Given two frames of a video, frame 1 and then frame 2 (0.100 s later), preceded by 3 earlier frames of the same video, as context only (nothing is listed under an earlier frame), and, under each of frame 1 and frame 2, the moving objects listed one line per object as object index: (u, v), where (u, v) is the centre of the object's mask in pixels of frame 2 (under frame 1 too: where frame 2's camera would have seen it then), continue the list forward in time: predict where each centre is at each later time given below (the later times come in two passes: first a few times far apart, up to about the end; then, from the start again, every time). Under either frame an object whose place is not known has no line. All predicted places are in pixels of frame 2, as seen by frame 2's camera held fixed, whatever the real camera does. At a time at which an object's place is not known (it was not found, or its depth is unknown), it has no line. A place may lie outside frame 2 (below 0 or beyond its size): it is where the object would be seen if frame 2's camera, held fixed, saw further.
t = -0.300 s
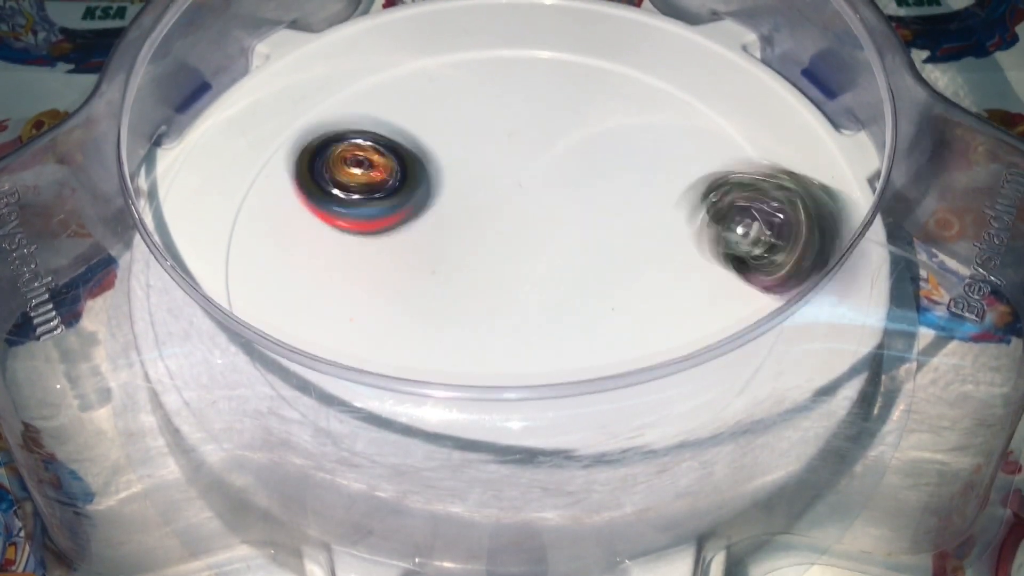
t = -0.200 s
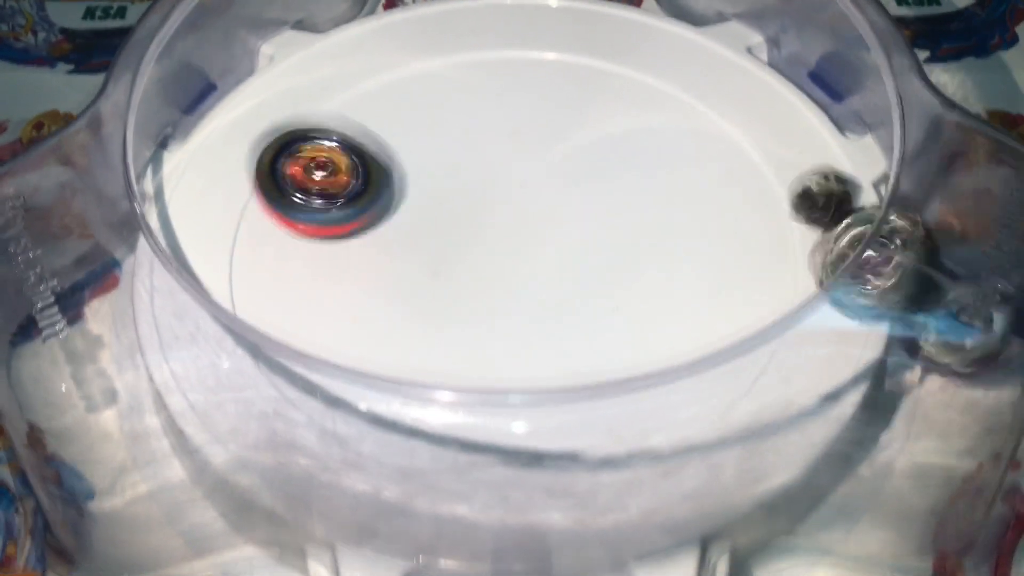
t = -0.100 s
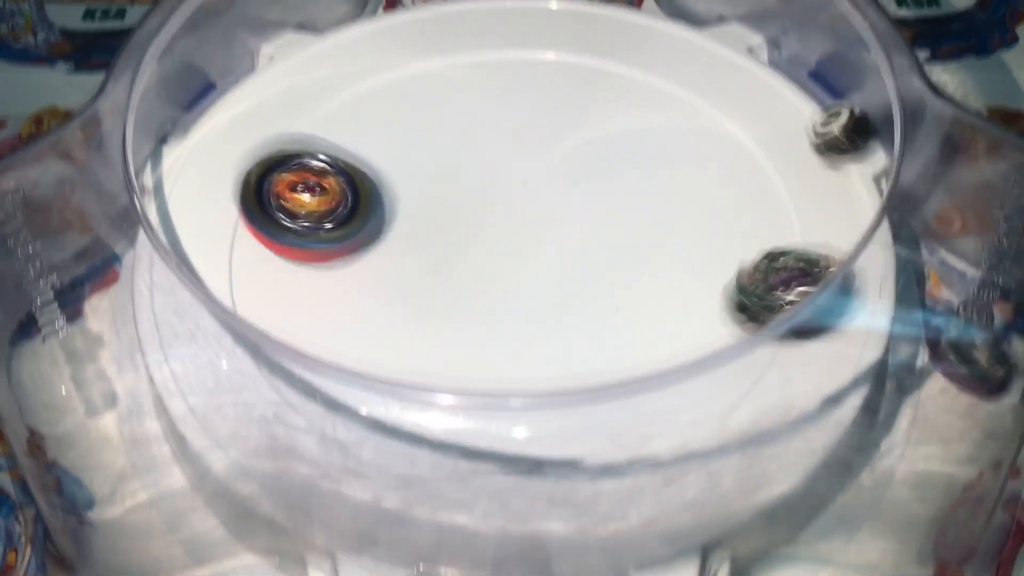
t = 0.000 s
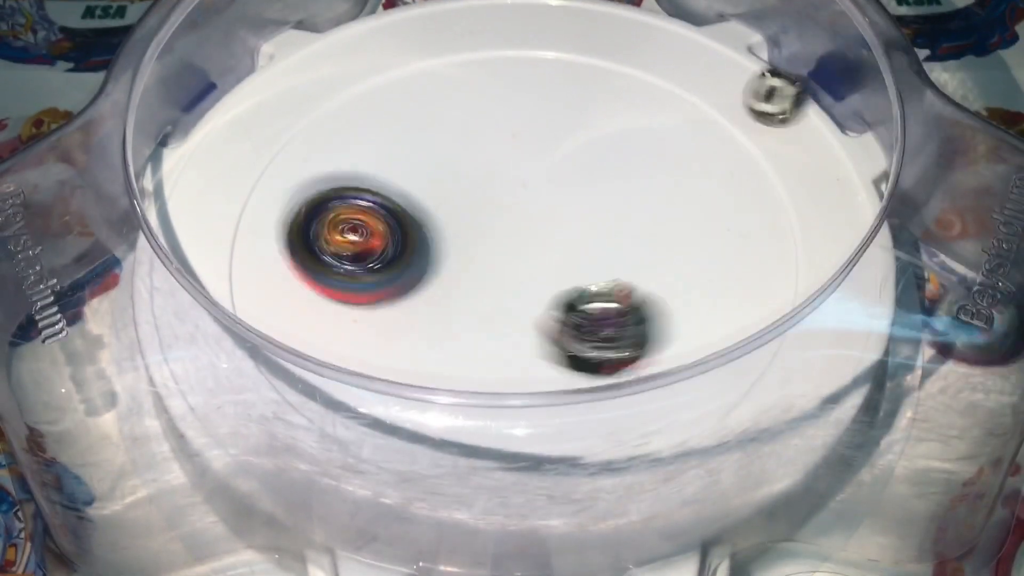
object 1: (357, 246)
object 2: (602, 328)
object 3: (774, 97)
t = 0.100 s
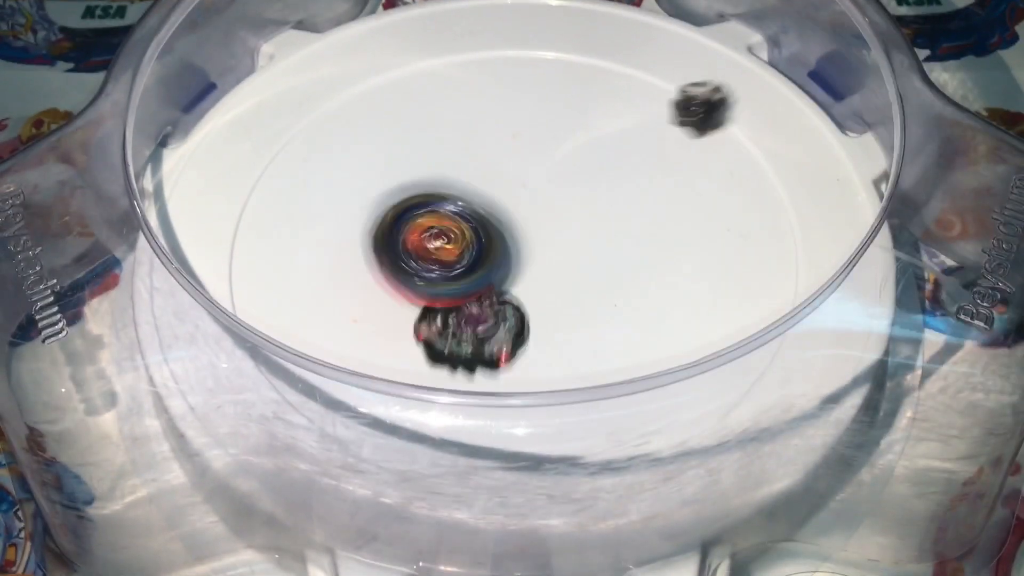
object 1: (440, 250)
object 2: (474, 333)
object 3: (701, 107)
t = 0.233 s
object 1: (525, 194)
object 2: (501, 442)
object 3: (592, 162)
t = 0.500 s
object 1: (481, 118)
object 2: (507, 427)
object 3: (650, 430)
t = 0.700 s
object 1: (457, 182)
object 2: (507, 424)
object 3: (286, 442)
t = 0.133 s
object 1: (468, 238)
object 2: (478, 360)
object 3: (673, 118)
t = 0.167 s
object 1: (491, 222)
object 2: (486, 407)
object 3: (644, 132)
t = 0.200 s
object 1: (511, 209)
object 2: (494, 440)
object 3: (614, 149)
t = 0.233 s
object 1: (525, 194)
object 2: (501, 442)
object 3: (592, 162)
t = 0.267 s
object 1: (525, 177)
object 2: (505, 440)
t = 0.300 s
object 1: (525, 165)
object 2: (505, 439)
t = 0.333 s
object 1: (524, 155)
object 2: (505, 438)
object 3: (870, 146)
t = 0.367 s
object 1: (520, 144)
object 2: (505, 438)
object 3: (841, 237)
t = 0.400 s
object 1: (512, 132)
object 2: (506, 436)
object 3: (825, 273)
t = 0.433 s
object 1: (504, 123)
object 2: (507, 427)
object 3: (773, 306)
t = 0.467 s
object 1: (494, 119)
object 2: (507, 427)
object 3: (713, 369)
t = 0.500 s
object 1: (481, 118)
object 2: (507, 427)
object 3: (650, 430)
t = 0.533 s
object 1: (469, 121)
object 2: (517, 440)
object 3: (566, 474)
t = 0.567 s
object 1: (459, 127)
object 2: (507, 424)
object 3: (492, 505)
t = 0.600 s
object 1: (451, 139)
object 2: (507, 425)
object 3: (415, 522)
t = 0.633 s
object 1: (449, 152)
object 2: (507, 424)
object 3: (360, 511)
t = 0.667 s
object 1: (450, 166)
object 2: (507, 424)
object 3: (315, 475)
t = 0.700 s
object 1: (457, 182)
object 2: (507, 424)
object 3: (286, 442)
